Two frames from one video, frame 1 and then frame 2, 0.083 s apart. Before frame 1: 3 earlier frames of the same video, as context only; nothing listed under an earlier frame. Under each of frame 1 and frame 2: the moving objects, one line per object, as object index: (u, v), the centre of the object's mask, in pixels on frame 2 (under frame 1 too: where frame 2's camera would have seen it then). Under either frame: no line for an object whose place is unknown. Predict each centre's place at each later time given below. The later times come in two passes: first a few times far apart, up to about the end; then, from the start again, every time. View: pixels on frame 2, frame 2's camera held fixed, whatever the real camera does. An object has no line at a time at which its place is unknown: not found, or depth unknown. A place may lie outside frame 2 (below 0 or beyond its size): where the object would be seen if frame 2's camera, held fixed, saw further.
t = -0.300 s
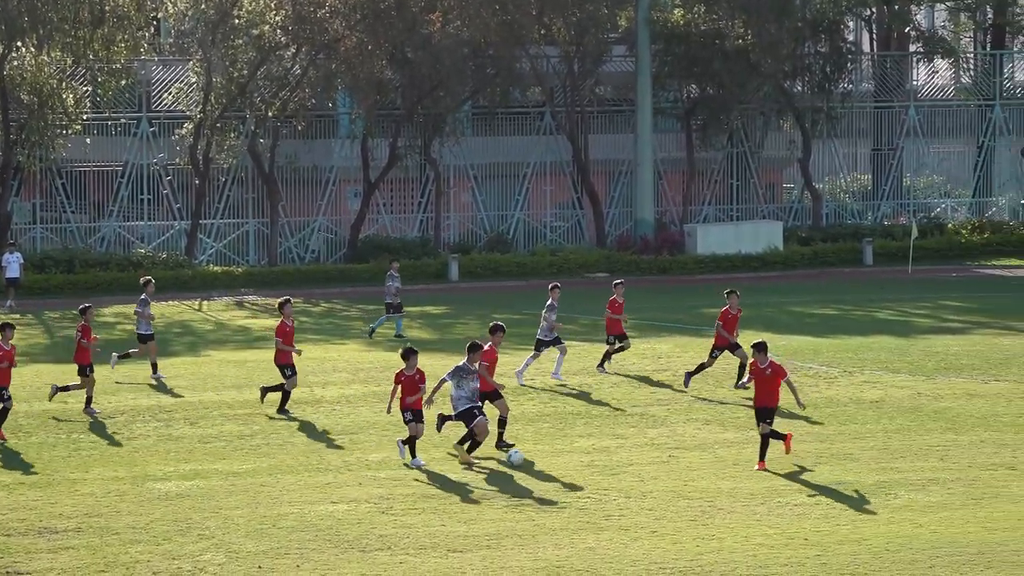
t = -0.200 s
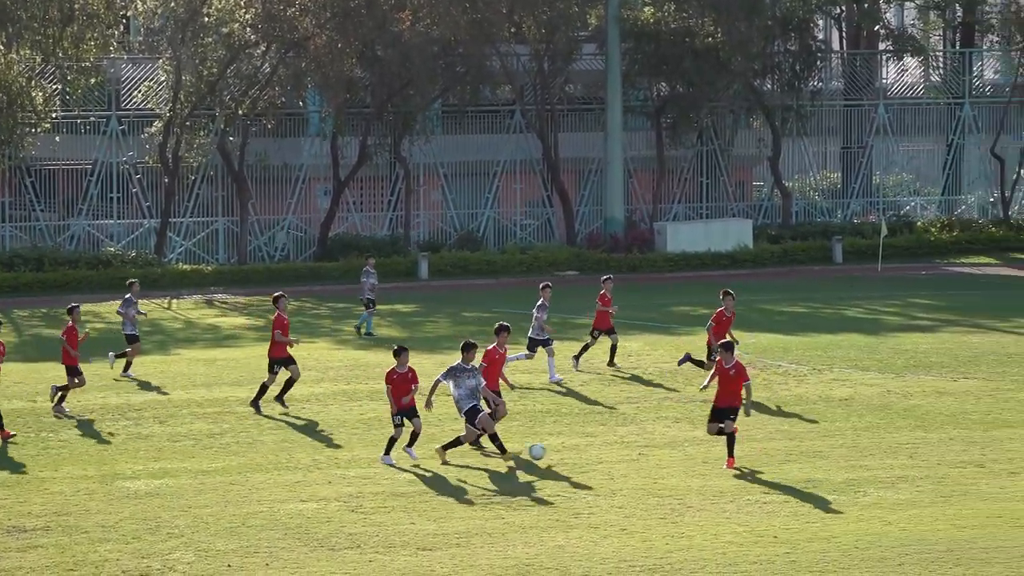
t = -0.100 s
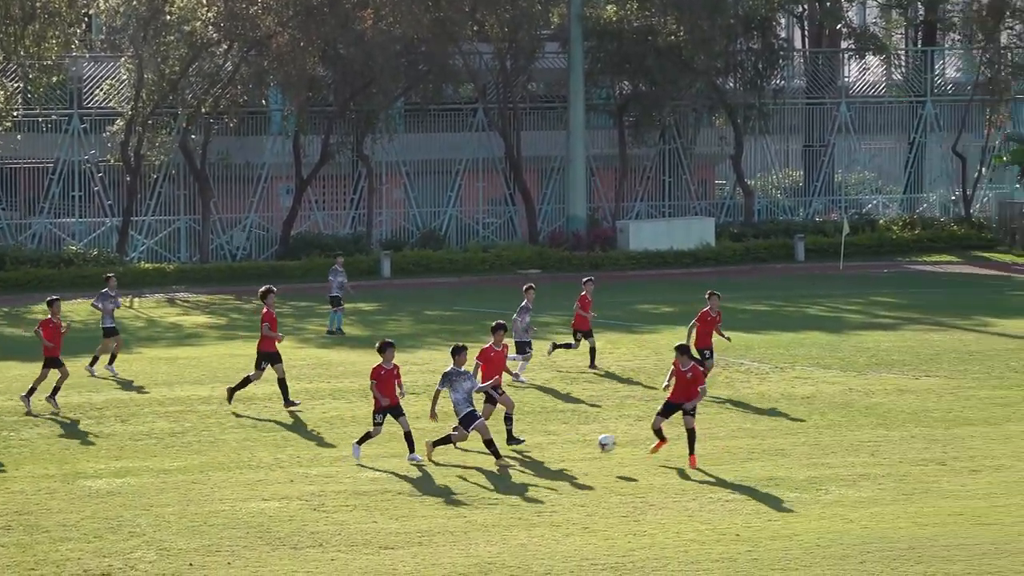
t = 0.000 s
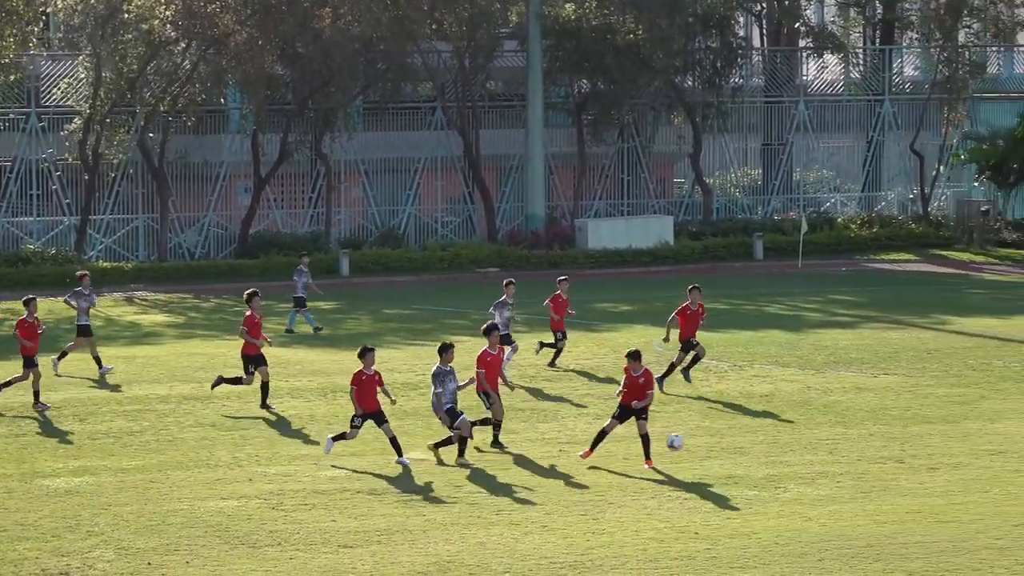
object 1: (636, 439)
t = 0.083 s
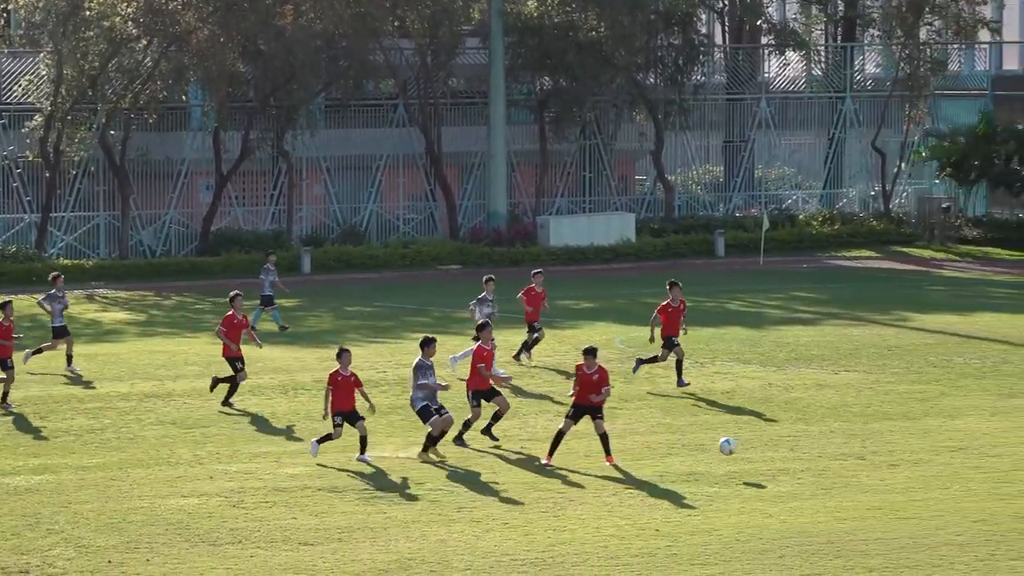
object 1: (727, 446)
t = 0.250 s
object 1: (916, 476)
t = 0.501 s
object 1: (1179, 472)
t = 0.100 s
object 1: (746, 448)
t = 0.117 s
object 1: (764, 450)
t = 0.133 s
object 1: (783, 453)
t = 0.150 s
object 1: (802, 456)
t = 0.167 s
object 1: (821, 459)
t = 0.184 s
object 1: (839, 462)
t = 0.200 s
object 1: (858, 466)
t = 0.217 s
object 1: (877, 470)
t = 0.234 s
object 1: (897, 474)
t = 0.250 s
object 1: (916, 476)
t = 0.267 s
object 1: (933, 474)
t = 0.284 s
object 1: (950, 472)
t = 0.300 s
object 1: (967, 471)
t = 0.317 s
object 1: (984, 469)
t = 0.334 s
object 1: (1002, 468)
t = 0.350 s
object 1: (1019, 468)
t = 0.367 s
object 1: (1037, 467)
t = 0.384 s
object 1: (1055, 467)
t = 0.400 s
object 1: (1073, 466)
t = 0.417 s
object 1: (1091, 466)
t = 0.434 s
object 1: (1110, 466)
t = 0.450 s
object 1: (1127, 468)
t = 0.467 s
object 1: (1145, 469)
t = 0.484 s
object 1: (1162, 470)
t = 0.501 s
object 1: (1179, 472)
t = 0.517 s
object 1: (1197, 475)
